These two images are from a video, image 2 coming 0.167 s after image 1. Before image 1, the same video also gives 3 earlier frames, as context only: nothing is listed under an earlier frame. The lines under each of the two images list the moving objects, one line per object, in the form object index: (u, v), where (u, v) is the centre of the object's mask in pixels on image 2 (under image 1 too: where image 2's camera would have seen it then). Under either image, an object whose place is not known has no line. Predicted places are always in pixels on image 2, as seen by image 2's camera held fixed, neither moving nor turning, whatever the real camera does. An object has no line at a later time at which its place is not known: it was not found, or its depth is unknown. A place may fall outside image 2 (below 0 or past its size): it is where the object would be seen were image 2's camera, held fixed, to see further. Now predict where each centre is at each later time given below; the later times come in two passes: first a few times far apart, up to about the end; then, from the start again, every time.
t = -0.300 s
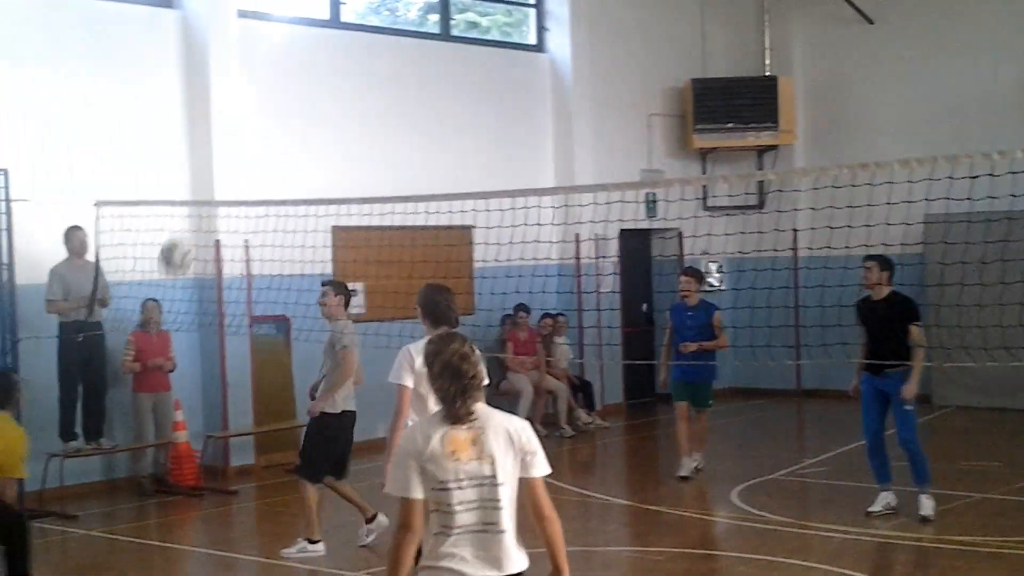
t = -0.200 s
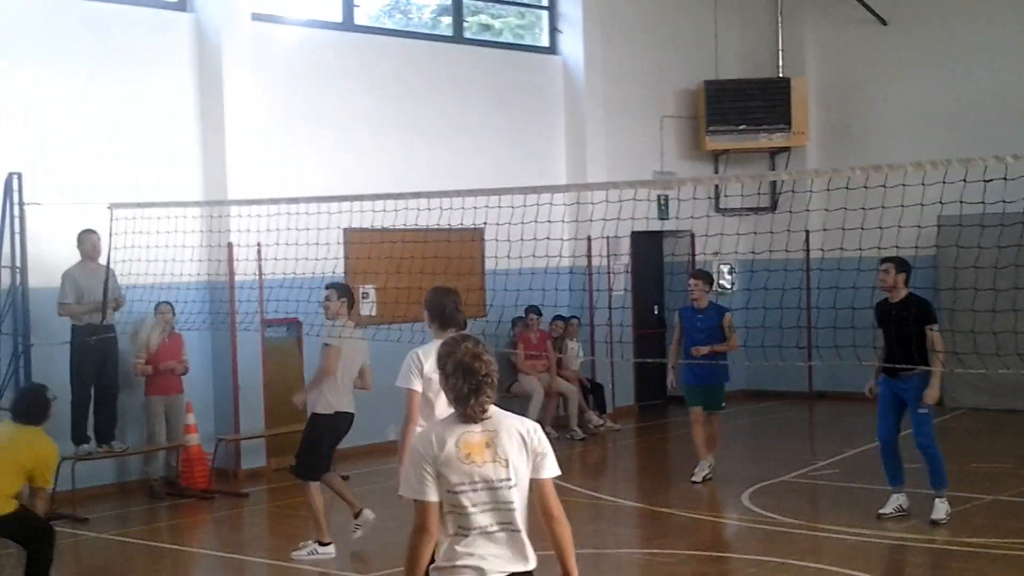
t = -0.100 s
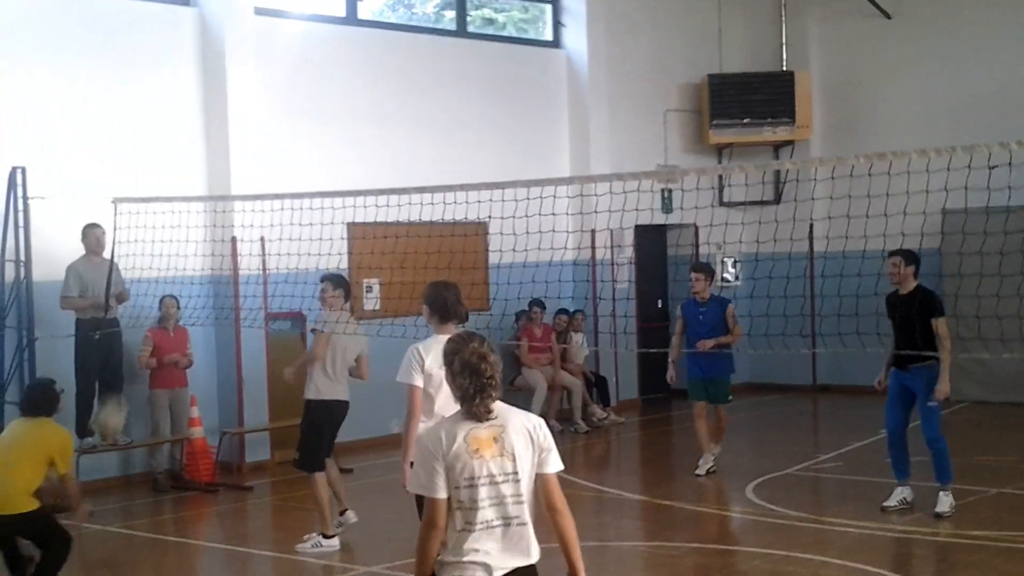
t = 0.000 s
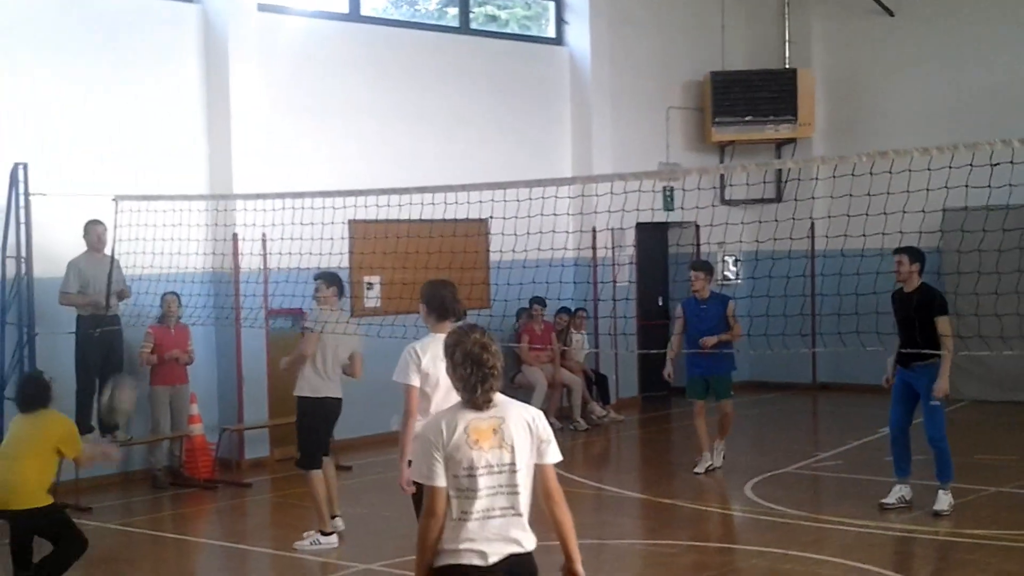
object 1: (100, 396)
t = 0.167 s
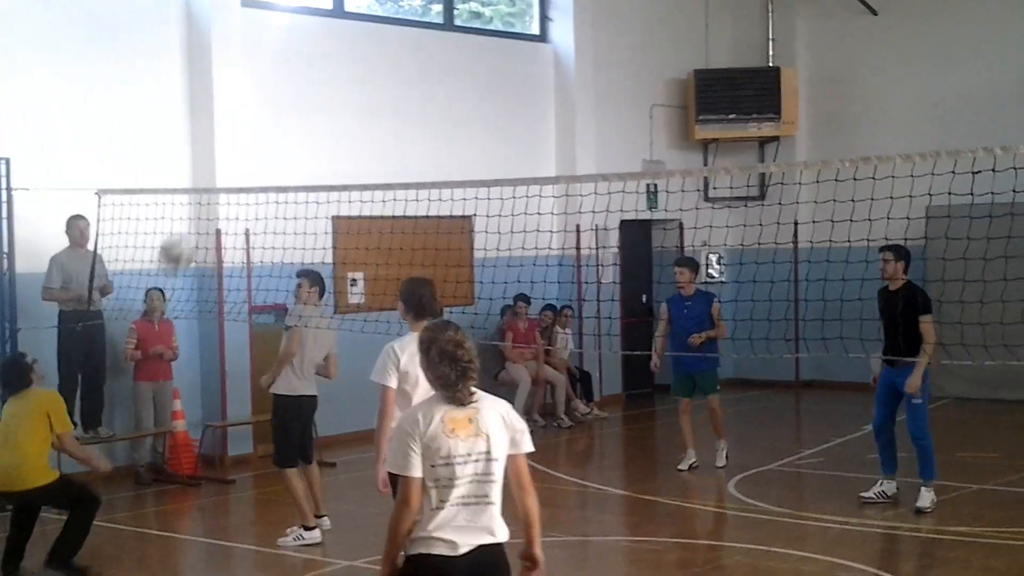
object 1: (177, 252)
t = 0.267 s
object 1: (222, 191)
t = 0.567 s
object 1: (353, 93)
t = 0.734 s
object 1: (426, 101)
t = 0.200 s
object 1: (193, 229)
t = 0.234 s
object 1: (205, 212)
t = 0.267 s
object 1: (222, 191)
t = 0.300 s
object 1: (235, 173)
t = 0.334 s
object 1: (250, 156)
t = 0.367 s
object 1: (265, 142)
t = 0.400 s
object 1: (280, 131)
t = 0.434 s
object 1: (294, 119)
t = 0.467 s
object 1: (308, 111)
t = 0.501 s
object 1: (322, 103)
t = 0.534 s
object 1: (337, 97)
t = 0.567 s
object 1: (353, 93)
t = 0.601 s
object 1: (368, 91)
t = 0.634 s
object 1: (383, 91)
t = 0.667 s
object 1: (397, 92)
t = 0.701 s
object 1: (411, 95)
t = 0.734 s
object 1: (426, 101)
